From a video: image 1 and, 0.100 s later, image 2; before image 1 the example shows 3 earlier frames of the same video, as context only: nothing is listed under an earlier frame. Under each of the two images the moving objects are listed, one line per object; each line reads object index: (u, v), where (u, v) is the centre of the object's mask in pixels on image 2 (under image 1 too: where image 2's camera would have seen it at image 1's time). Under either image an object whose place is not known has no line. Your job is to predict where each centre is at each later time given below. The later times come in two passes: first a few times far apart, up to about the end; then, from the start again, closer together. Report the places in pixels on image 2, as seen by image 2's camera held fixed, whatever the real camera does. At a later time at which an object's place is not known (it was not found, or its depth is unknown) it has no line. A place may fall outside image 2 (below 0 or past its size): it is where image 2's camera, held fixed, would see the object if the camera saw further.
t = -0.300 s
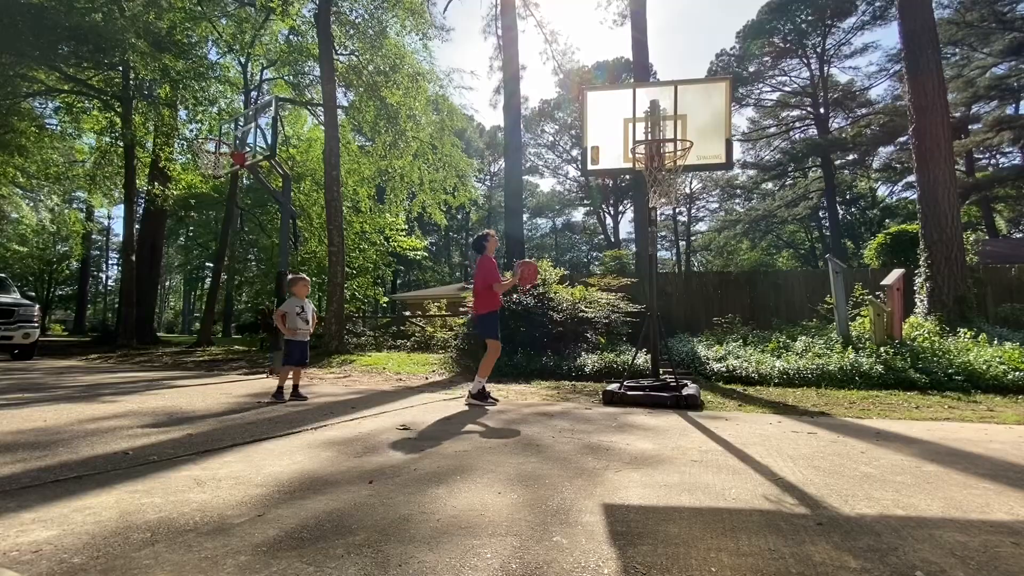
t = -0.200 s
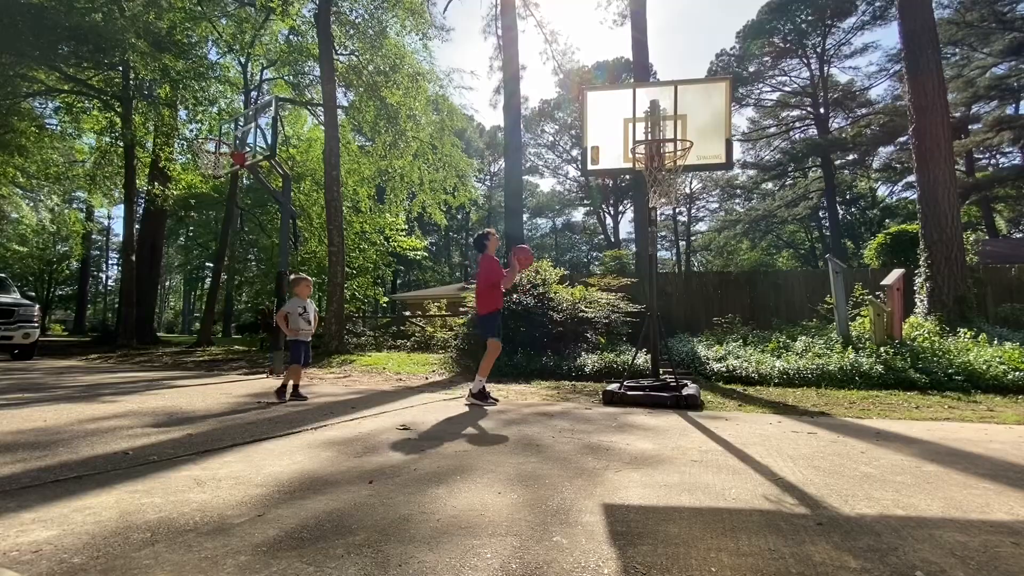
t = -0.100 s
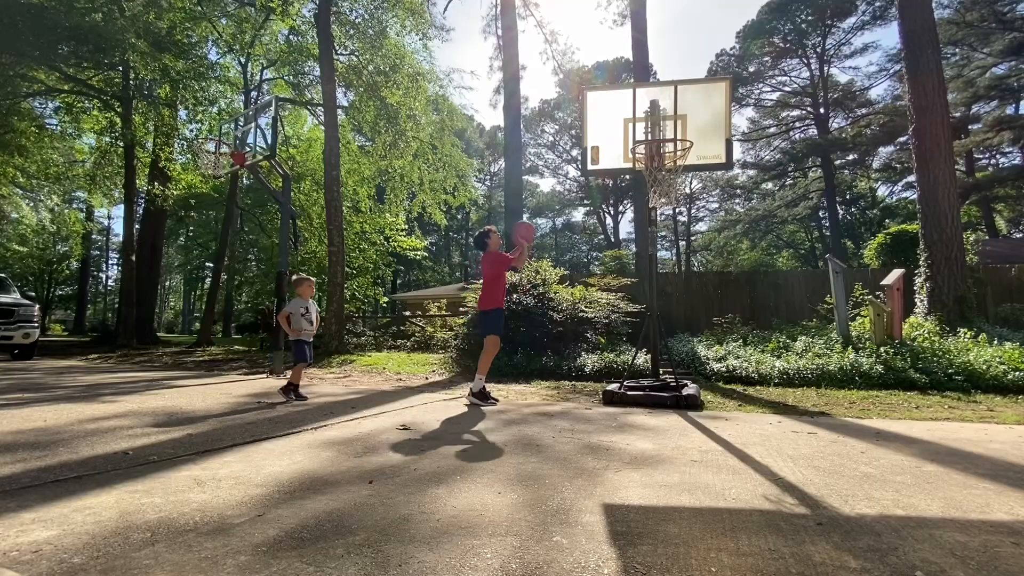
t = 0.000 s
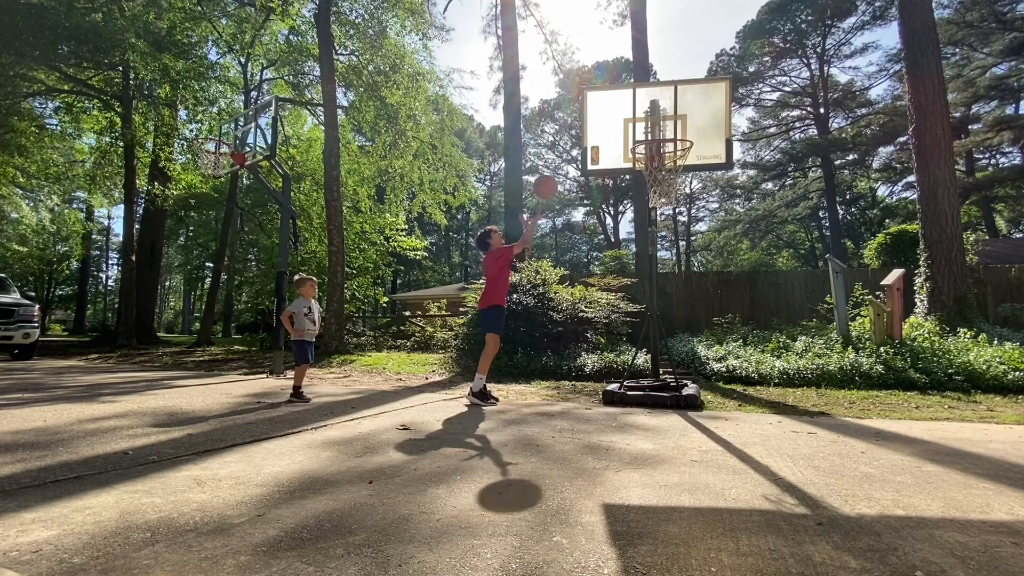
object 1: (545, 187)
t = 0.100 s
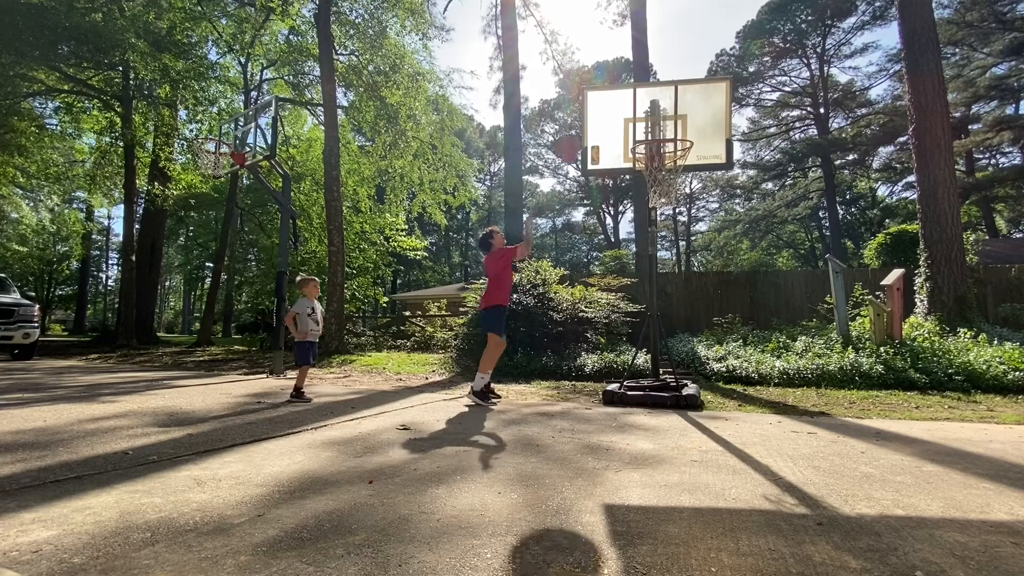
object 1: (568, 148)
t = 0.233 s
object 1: (544, 125)
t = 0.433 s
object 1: (517, 129)
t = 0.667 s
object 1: (477, 182)
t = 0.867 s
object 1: (444, 273)
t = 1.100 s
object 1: (413, 354)
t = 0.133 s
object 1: (564, 140)
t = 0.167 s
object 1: (556, 134)
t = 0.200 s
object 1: (550, 130)
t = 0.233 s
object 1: (544, 125)
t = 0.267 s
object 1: (539, 124)
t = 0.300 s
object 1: (535, 123)
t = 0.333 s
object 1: (531, 123)
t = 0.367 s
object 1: (526, 124)
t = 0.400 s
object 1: (521, 126)
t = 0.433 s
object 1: (517, 129)
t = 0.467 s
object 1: (508, 133)
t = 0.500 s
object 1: (503, 137)
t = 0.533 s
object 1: (499, 145)
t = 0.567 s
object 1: (492, 154)
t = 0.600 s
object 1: (488, 161)
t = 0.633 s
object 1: (482, 171)
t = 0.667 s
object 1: (477, 182)
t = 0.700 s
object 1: (472, 194)
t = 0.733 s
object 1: (466, 208)
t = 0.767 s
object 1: (461, 222)
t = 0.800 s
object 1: (456, 238)
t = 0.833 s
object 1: (449, 255)
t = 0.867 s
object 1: (444, 273)
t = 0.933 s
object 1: (432, 313)
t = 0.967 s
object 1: (426, 337)
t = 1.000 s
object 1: (419, 361)
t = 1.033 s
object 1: (413, 387)
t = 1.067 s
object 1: (413, 376)
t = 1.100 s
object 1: (413, 354)
